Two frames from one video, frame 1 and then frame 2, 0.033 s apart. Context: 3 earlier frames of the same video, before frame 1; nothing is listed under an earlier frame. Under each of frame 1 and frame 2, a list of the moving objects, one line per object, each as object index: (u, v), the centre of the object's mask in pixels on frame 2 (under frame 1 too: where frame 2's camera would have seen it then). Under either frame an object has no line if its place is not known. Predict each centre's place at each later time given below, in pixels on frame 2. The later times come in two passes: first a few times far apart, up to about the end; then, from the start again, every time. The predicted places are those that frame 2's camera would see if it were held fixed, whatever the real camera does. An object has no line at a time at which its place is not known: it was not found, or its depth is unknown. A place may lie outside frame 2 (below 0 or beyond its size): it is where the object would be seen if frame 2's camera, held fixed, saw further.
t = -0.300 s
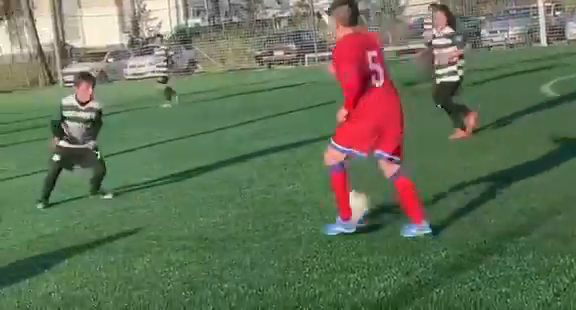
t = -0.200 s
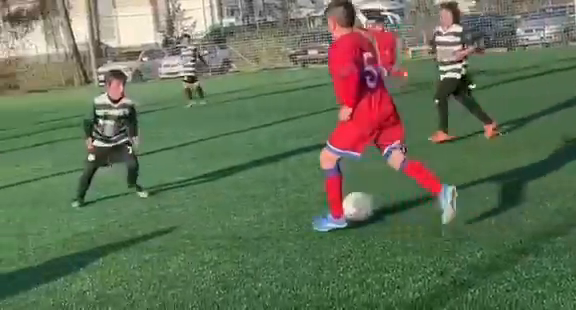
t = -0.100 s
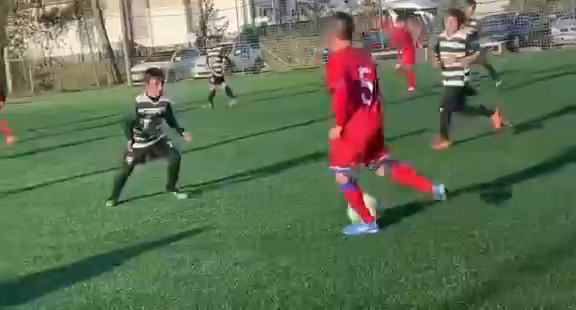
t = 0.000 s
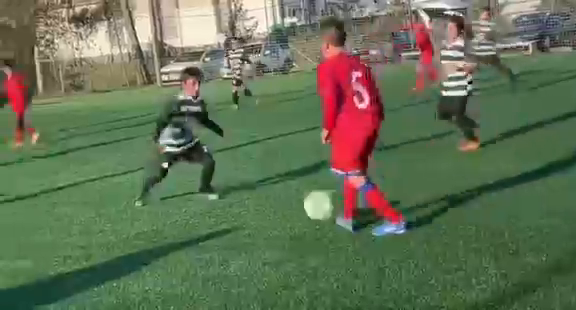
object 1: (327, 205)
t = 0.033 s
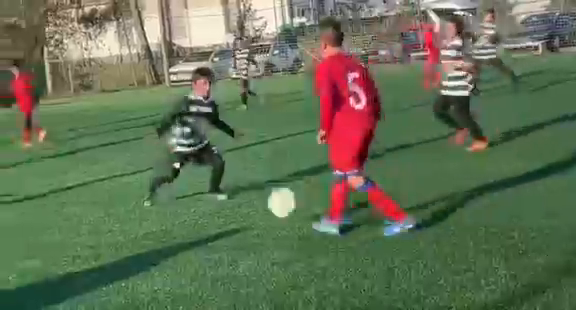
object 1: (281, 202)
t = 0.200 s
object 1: (79, 211)
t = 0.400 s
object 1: (-115, 229)
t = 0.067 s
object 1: (237, 201)
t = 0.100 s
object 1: (196, 201)
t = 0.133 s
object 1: (155, 204)
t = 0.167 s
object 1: (116, 206)
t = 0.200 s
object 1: (79, 211)
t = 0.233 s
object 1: (41, 217)
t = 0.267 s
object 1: (5, 224)
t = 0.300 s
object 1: (-28, 233)
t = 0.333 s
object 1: (-58, 232)
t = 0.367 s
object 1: (-87, 229)
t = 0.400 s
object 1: (-115, 229)
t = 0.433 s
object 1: (-144, 230)
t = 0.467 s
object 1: (-169, 233)
